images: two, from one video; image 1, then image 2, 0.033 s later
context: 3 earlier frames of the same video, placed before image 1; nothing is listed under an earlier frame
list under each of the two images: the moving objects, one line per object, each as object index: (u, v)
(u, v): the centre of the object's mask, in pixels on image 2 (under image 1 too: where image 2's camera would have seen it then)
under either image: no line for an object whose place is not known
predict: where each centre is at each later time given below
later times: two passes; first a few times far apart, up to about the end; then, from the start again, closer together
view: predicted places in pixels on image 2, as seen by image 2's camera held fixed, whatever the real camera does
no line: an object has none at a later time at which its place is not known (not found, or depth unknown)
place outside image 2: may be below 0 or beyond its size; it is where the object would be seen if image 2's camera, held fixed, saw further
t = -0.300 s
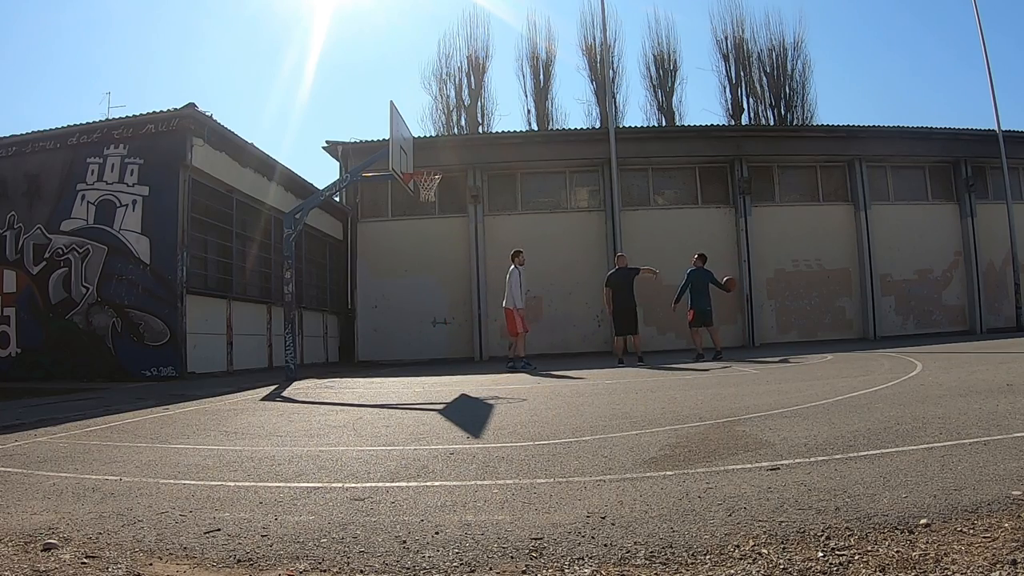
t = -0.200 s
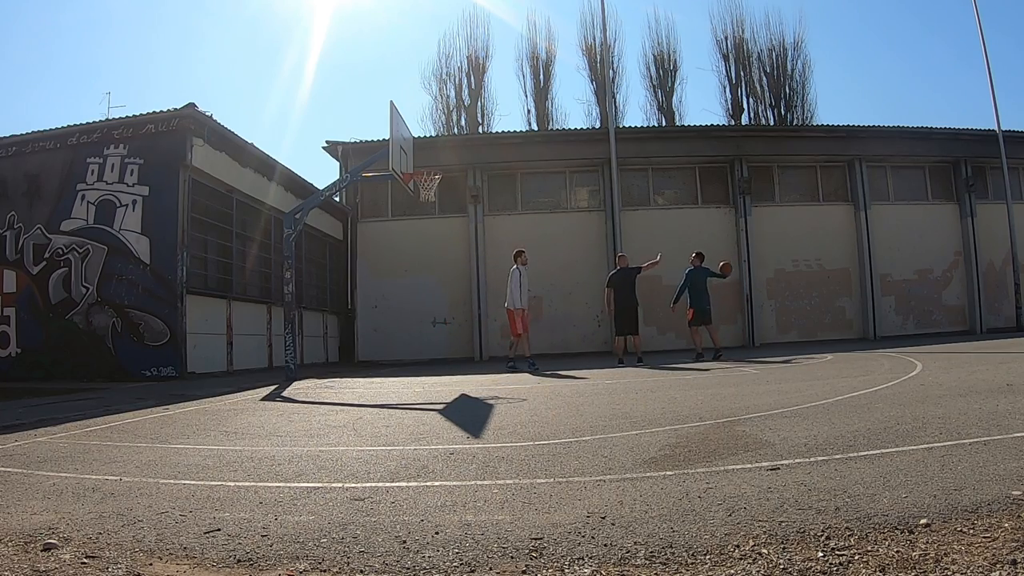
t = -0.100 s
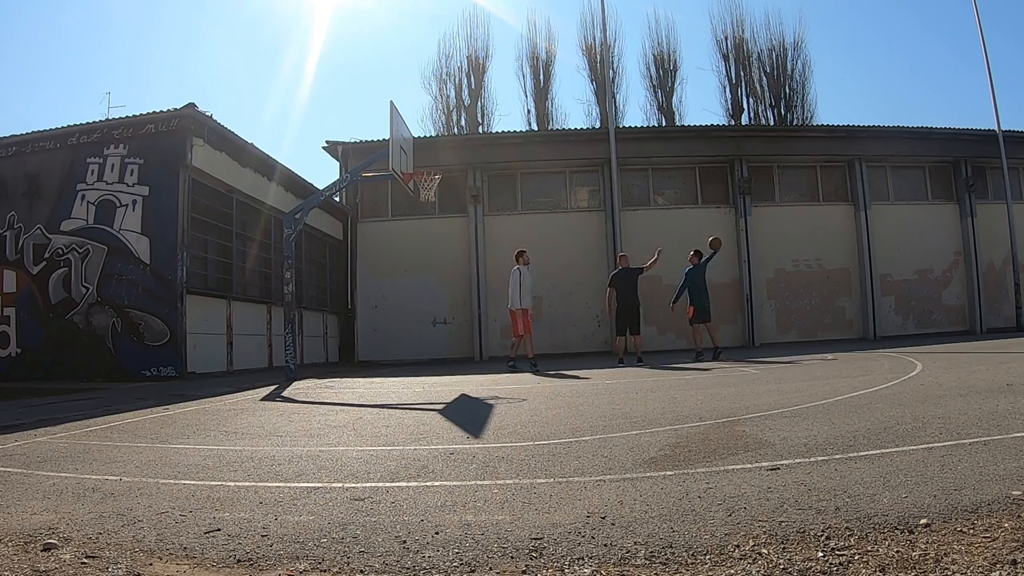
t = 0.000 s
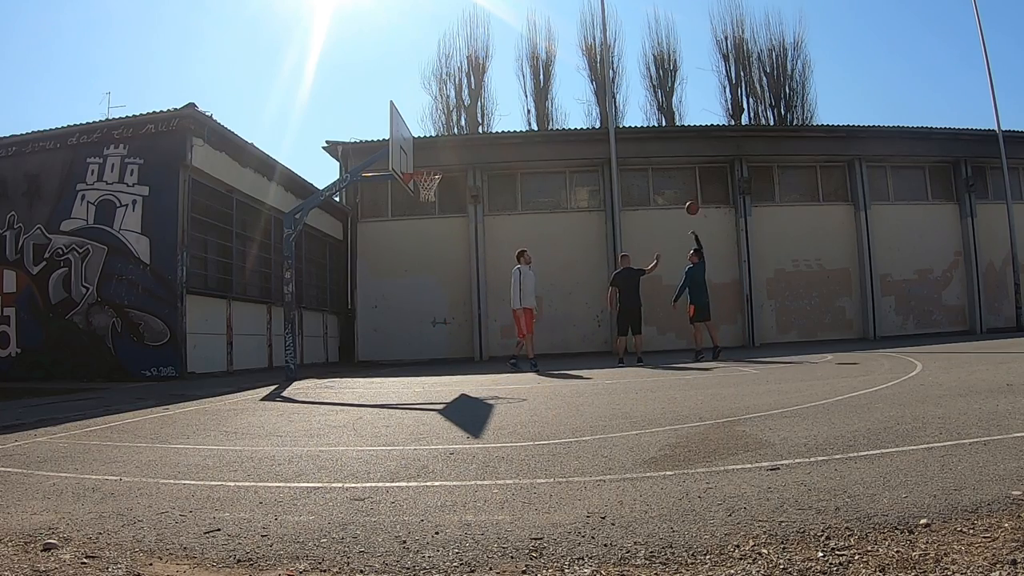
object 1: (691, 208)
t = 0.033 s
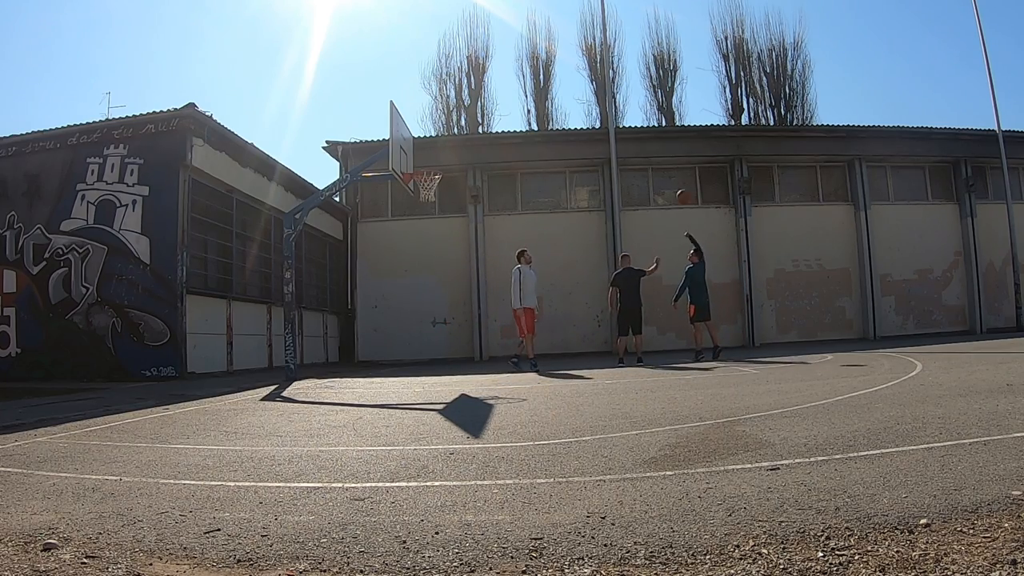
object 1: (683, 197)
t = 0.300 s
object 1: (609, 122)
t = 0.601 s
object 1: (525, 85)
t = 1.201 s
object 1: (382, 148)
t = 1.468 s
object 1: (357, 241)
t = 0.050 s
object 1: (677, 190)
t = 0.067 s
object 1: (673, 185)
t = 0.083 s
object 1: (669, 180)
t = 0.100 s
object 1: (664, 174)
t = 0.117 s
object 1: (659, 170)
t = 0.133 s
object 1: (656, 163)
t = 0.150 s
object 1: (650, 159)
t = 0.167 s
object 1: (646, 155)
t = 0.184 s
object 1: (642, 150)
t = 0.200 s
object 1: (637, 146)
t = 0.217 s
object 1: (633, 142)
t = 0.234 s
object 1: (629, 138)
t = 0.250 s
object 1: (624, 134)
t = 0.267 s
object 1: (620, 130)
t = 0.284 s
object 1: (615, 126)
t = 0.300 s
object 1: (609, 122)
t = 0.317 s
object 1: (606, 120)
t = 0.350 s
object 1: (595, 114)
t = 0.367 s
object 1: (592, 111)
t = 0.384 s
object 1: (587, 108)
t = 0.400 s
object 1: (582, 105)
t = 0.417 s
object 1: (578, 102)
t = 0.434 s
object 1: (573, 100)
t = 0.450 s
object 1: (568, 98)
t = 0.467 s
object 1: (564, 96)
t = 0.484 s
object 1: (559, 94)
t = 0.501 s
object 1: (554, 92)
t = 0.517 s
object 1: (549, 91)
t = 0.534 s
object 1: (545, 89)
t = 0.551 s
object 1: (539, 88)
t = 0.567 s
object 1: (535, 86)
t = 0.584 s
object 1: (530, 85)
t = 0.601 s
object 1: (525, 85)
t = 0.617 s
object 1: (520, 84)
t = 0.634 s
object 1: (516, 84)
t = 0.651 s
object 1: (511, 84)
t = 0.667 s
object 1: (506, 84)
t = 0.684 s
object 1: (501, 83)
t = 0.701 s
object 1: (496, 84)
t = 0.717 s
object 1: (491, 84)
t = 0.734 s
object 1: (486, 84)
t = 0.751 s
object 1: (481, 85)
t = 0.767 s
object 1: (477, 85)
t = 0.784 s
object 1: (469, 86)
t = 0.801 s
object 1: (465, 89)
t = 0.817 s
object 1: (461, 90)
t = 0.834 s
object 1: (456, 91)
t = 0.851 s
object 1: (450, 93)
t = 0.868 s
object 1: (445, 95)
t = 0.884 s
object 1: (440, 97)
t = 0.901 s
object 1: (435, 99)
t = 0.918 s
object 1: (430, 102)
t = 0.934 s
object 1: (424, 104)
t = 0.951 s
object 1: (419, 107)
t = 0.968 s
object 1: (414, 110)
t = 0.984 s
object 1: (408, 113)
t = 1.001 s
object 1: (403, 117)
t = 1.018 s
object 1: (397, 121)
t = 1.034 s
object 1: (395, 123)
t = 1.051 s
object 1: (394, 125)
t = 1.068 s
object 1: (392, 126)
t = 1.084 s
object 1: (391, 129)
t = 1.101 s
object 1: (390, 131)
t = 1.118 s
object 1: (389, 133)
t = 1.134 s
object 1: (388, 136)
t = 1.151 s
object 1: (386, 139)
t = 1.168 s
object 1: (385, 141)
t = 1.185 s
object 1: (384, 144)
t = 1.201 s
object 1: (382, 148)
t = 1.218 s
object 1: (380, 151)
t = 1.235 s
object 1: (379, 158)
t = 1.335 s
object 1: (371, 184)
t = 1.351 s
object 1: (368, 192)
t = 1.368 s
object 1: (367, 197)
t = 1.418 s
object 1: (362, 217)
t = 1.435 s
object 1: (362, 224)
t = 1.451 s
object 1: (359, 232)
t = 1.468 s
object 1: (357, 241)
